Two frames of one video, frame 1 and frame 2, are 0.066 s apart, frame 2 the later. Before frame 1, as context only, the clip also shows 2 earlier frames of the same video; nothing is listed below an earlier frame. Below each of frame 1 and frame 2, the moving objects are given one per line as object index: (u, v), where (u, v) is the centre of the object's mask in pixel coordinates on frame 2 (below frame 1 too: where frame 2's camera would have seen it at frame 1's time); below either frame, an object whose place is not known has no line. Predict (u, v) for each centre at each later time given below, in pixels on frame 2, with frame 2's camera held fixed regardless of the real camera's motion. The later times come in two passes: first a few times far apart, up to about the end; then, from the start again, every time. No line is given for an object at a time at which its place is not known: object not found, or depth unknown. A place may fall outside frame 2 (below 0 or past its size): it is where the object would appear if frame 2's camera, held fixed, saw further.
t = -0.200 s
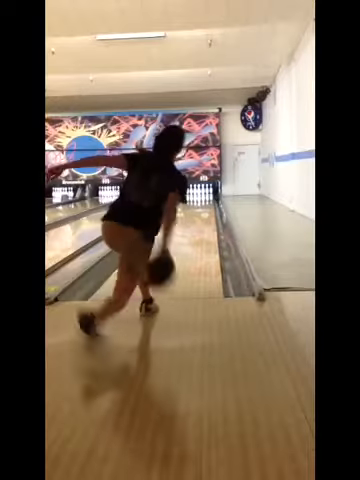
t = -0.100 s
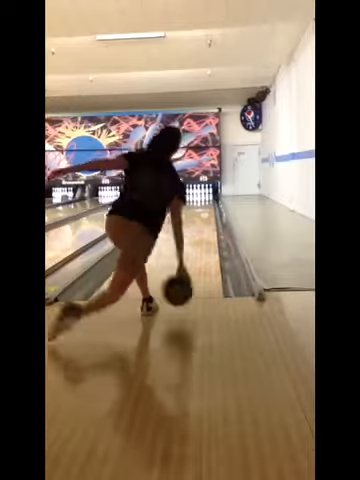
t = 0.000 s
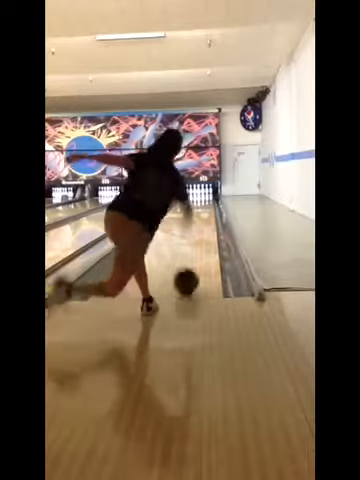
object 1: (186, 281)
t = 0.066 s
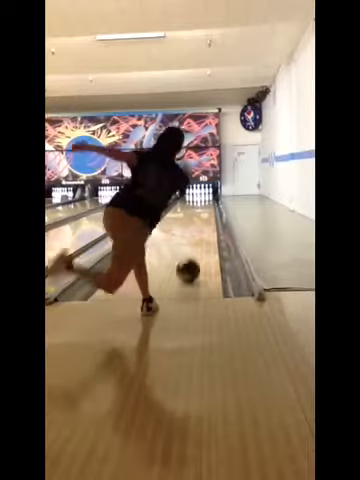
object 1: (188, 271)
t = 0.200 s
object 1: (192, 254)
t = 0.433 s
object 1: (196, 236)
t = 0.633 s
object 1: (198, 226)
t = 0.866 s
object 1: (200, 217)
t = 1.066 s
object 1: (200, 212)
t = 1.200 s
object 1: (201, 209)
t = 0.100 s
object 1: (189, 266)
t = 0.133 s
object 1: (190, 262)
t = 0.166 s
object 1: (191, 258)
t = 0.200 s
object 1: (192, 254)
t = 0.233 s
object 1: (193, 251)
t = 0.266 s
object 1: (194, 248)
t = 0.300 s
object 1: (194, 246)
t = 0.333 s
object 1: (195, 243)
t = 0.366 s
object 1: (195, 240)
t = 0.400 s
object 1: (195, 238)
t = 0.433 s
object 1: (196, 236)
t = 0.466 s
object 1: (197, 234)
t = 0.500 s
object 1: (197, 232)
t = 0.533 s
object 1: (197, 230)
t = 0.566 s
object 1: (197, 228)
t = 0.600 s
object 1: (198, 227)
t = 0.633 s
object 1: (198, 226)
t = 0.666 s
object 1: (198, 224)
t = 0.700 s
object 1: (198, 222)
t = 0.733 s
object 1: (199, 221)
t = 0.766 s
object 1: (199, 220)
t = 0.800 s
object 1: (200, 219)
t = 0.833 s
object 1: (200, 218)
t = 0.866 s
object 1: (200, 217)
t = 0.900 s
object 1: (200, 216)
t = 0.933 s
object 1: (200, 215)
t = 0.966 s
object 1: (200, 214)
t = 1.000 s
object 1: (200, 214)
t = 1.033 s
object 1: (200, 213)
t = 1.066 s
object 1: (200, 212)
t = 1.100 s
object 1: (201, 211)
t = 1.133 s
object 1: (201, 210)
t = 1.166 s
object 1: (201, 210)
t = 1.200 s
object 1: (201, 209)
